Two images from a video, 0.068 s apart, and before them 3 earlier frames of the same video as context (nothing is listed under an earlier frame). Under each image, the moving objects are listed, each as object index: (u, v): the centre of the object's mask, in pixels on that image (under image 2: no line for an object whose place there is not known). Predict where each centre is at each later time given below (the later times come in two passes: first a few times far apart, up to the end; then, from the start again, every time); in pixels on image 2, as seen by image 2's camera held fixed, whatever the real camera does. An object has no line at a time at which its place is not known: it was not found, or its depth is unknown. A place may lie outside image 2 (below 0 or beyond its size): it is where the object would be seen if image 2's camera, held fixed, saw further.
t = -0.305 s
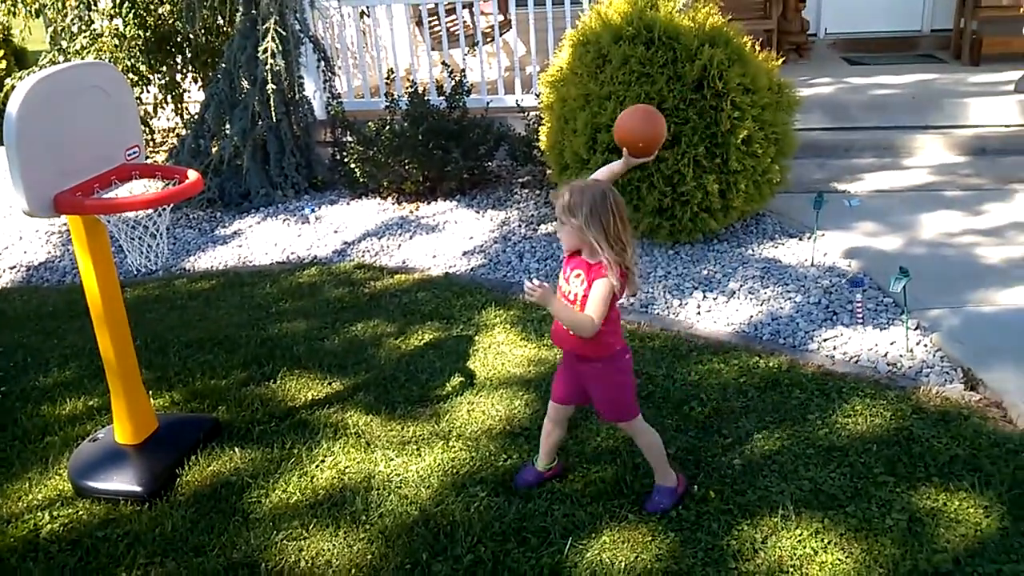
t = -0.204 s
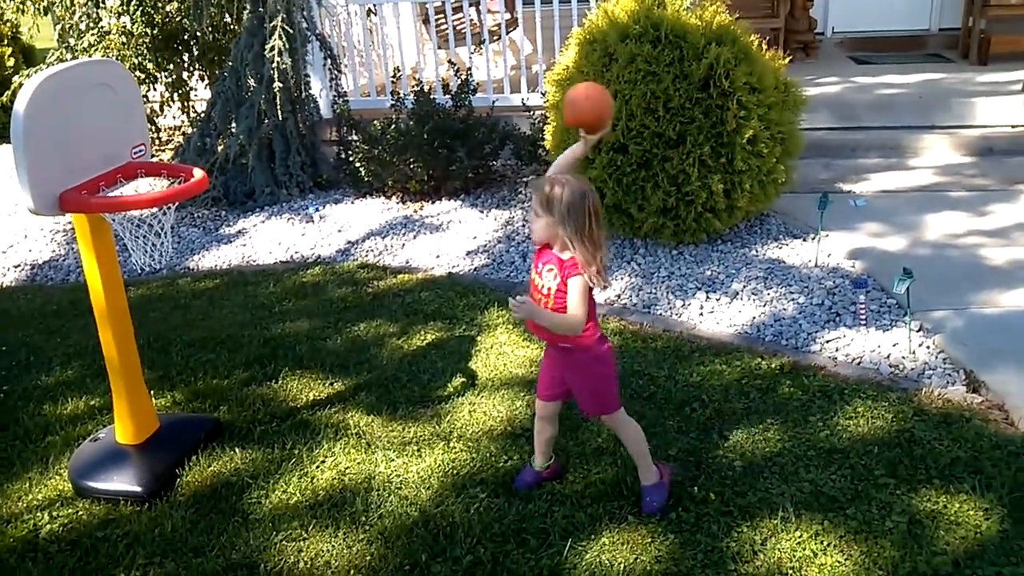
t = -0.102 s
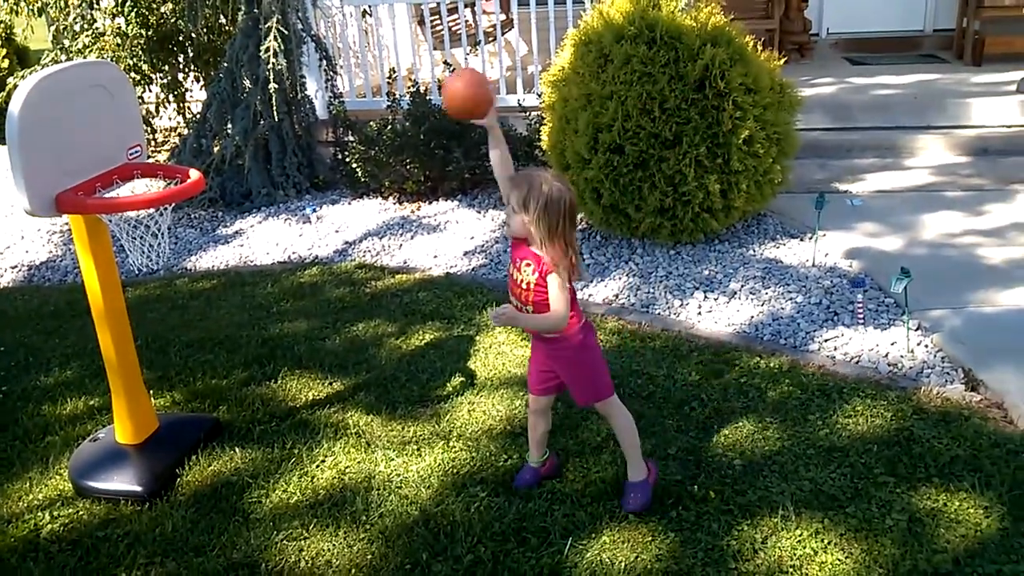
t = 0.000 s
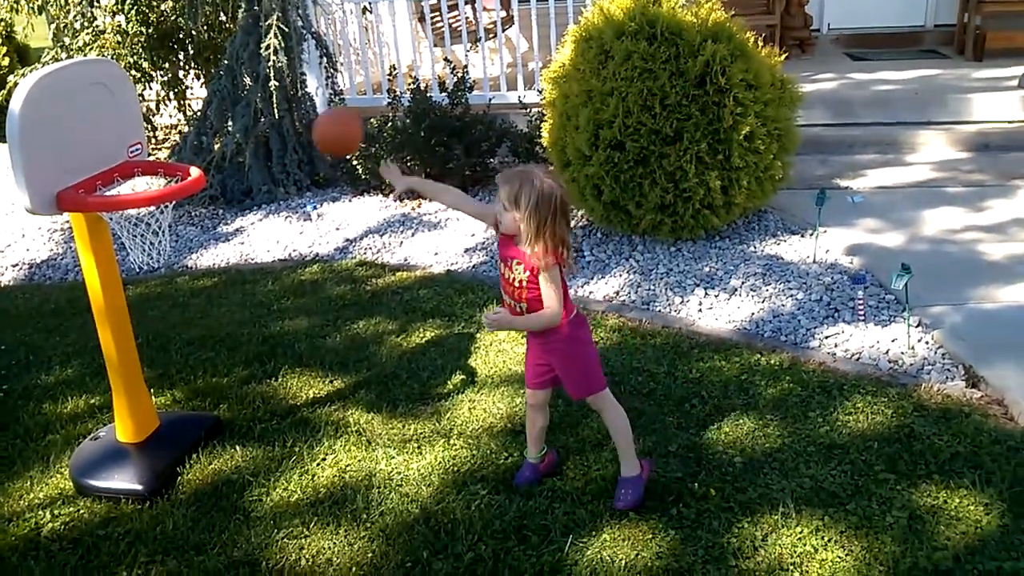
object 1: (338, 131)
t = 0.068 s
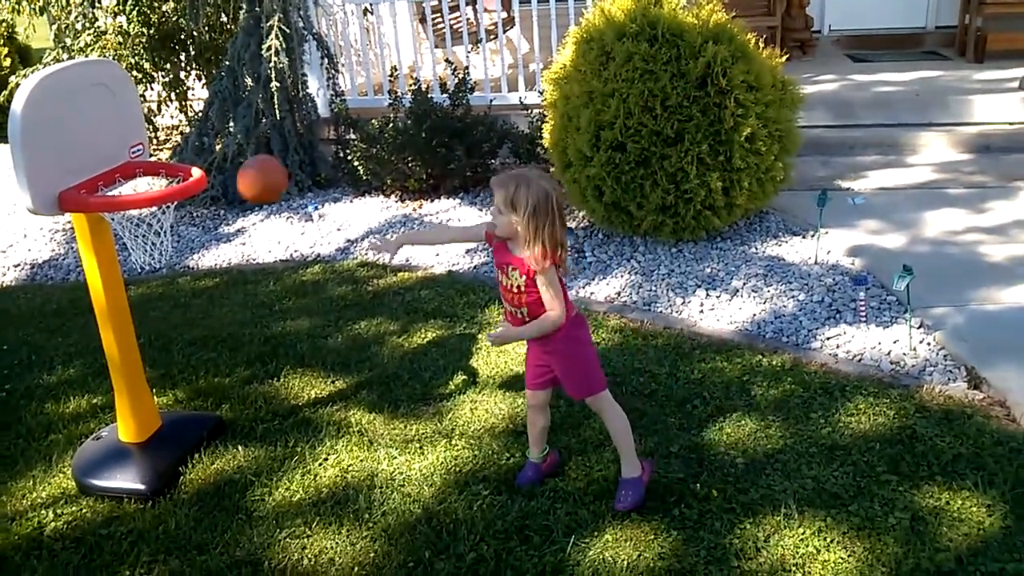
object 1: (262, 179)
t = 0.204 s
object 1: (138, 304)
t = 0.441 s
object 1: (276, 455)
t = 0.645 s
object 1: (363, 420)
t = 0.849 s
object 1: (473, 497)
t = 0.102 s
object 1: (226, 207)
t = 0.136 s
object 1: (195, 237)
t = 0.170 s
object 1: (165, 270)
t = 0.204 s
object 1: (138, 304)
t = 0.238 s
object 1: (144, 329)
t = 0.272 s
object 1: (165, 355)
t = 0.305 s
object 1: (190, 383)
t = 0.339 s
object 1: (216, 414)
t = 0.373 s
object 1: (243, 448)
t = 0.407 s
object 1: (265, 470)
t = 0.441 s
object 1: (276, 455)
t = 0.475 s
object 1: (287, 442)
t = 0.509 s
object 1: (300, 431)
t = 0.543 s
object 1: (315, 424)
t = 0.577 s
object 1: (330, 419)
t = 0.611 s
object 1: (346, 418)
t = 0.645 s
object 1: (363, 420)
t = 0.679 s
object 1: (380, 426)
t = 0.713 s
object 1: (397, 435)
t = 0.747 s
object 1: (416, 447)
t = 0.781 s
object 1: (434, 463)
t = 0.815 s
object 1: (454, 482)
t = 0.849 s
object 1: (473, 497)
